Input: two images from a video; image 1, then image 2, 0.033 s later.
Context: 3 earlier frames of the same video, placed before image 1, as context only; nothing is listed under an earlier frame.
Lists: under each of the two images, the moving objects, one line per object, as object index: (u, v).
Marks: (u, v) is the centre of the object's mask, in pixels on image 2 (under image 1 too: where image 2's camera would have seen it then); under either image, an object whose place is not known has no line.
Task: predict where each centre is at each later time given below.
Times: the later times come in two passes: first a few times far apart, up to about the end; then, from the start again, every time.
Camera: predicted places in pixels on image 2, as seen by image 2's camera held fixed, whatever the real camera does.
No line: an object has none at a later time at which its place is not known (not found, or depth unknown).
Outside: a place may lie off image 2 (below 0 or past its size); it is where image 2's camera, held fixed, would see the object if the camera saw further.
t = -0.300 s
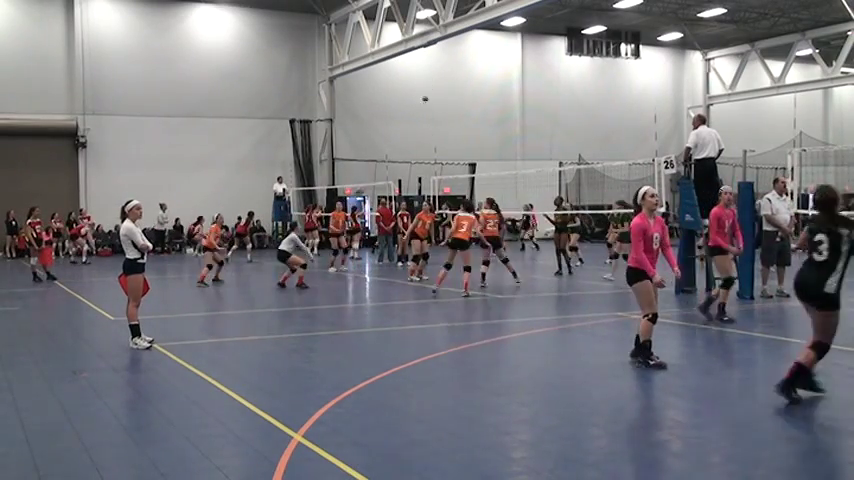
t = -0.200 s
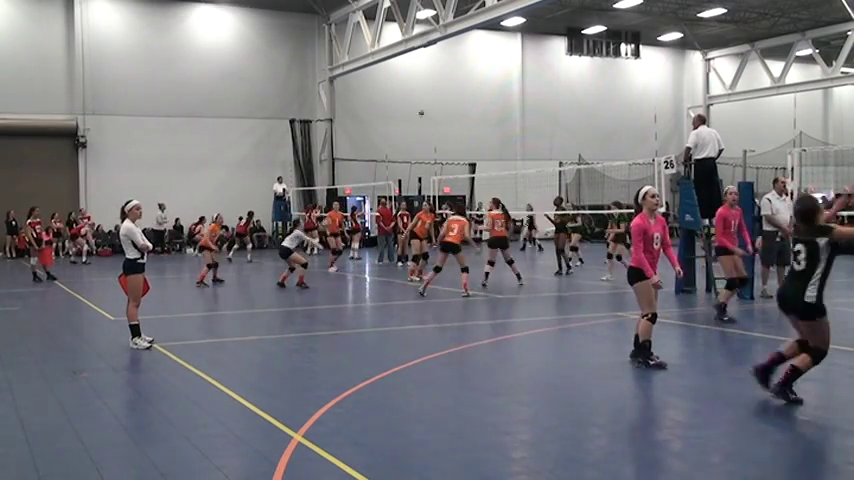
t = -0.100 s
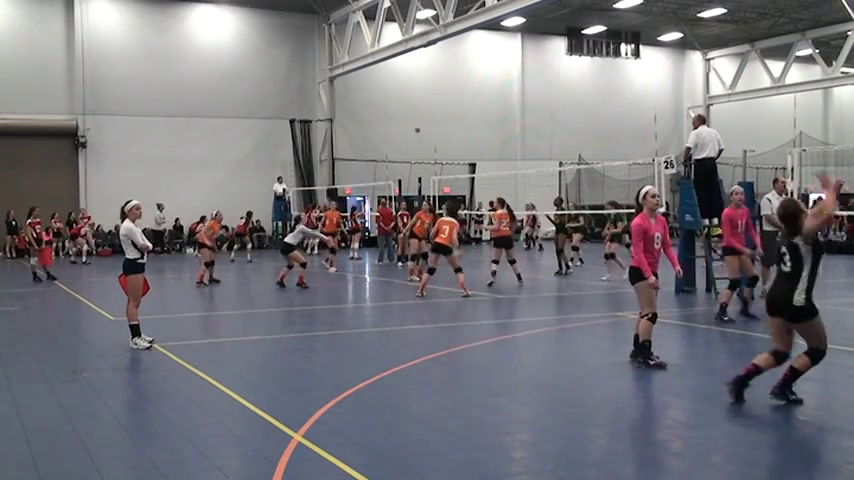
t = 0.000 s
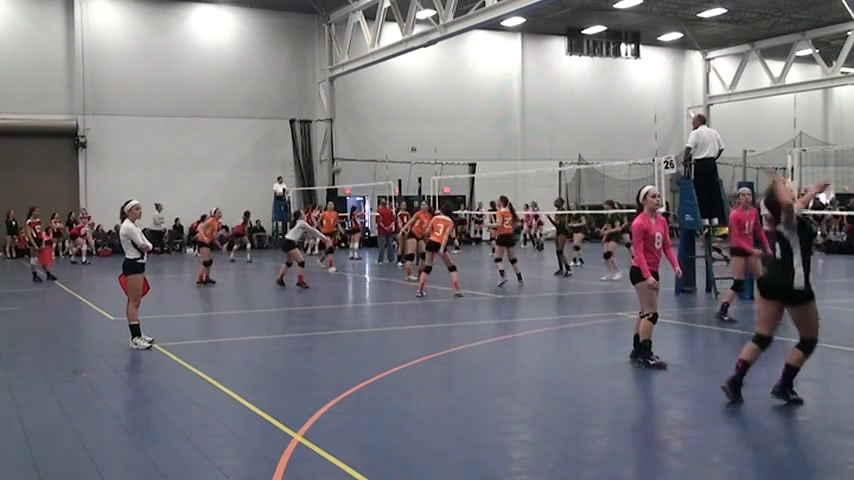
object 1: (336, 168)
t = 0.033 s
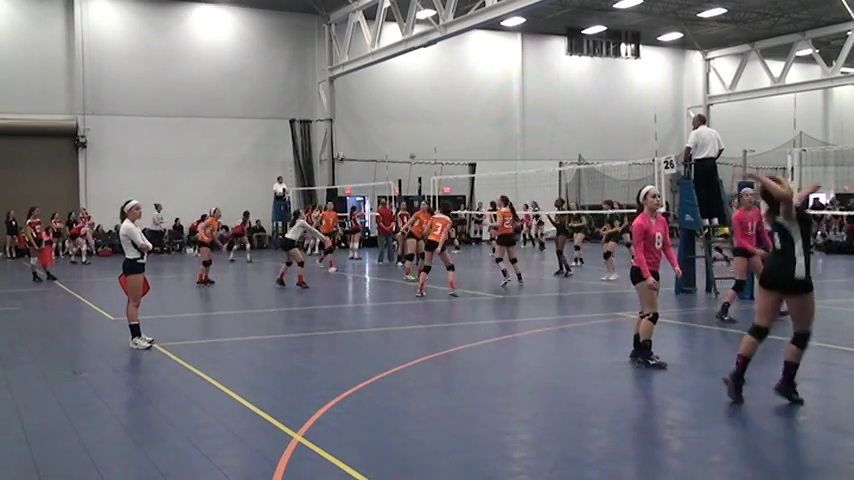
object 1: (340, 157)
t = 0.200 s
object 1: (358, 112)
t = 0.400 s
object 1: (381, 76)
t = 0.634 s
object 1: (406, 61)
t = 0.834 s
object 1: (428, 70)
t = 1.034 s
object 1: (450, 101)
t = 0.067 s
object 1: (344, 147)
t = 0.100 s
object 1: (348, 137)
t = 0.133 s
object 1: (352, 128)
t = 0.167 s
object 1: (355, 119)
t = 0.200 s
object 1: (358, 112)
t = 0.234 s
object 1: (363, 105)
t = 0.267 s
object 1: (366, 97)
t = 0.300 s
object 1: (369, 91)
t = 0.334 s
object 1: (373, 85)
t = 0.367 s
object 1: (377, 80)
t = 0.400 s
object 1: (381, 76)
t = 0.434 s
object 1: (384, 73)
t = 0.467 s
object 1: (388, 69)
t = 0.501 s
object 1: (392, 66)
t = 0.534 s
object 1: (395, 64)
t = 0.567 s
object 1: (399, 63)
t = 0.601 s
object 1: (403, 62)
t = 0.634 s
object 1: (406, 61)
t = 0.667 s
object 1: (410, 62)
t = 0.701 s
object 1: (414, 62)
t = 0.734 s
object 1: (417, 64)
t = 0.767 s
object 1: (421, 65)
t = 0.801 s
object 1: (425, 67)
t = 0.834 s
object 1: (428, 70)
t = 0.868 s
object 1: (432, 74)
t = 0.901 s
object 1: (436, 78)
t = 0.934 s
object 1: (439, 83)
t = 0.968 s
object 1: (442, 88)
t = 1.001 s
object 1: (446, 94)
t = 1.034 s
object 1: (450, 101)
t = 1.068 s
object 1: (454, 108)
